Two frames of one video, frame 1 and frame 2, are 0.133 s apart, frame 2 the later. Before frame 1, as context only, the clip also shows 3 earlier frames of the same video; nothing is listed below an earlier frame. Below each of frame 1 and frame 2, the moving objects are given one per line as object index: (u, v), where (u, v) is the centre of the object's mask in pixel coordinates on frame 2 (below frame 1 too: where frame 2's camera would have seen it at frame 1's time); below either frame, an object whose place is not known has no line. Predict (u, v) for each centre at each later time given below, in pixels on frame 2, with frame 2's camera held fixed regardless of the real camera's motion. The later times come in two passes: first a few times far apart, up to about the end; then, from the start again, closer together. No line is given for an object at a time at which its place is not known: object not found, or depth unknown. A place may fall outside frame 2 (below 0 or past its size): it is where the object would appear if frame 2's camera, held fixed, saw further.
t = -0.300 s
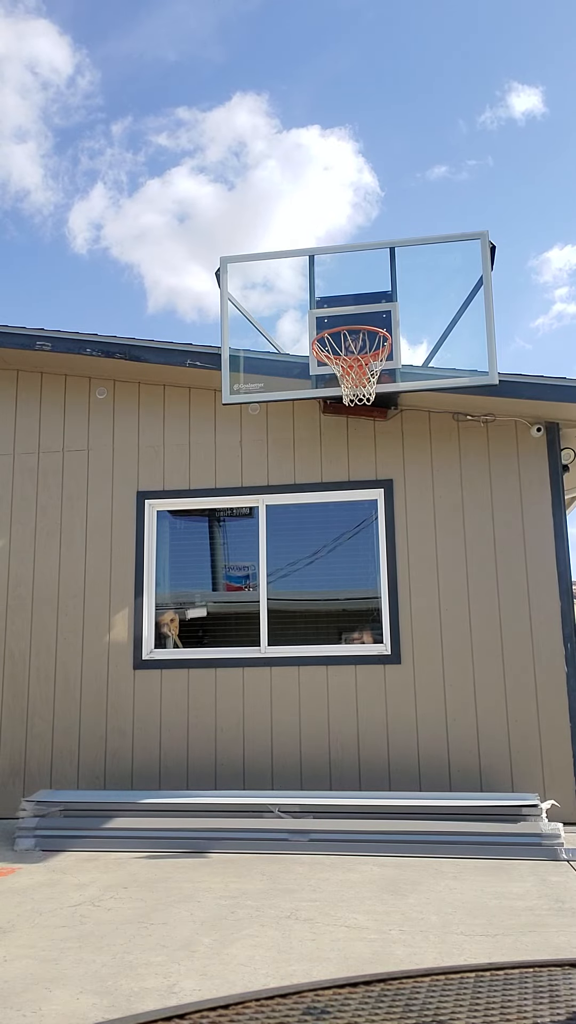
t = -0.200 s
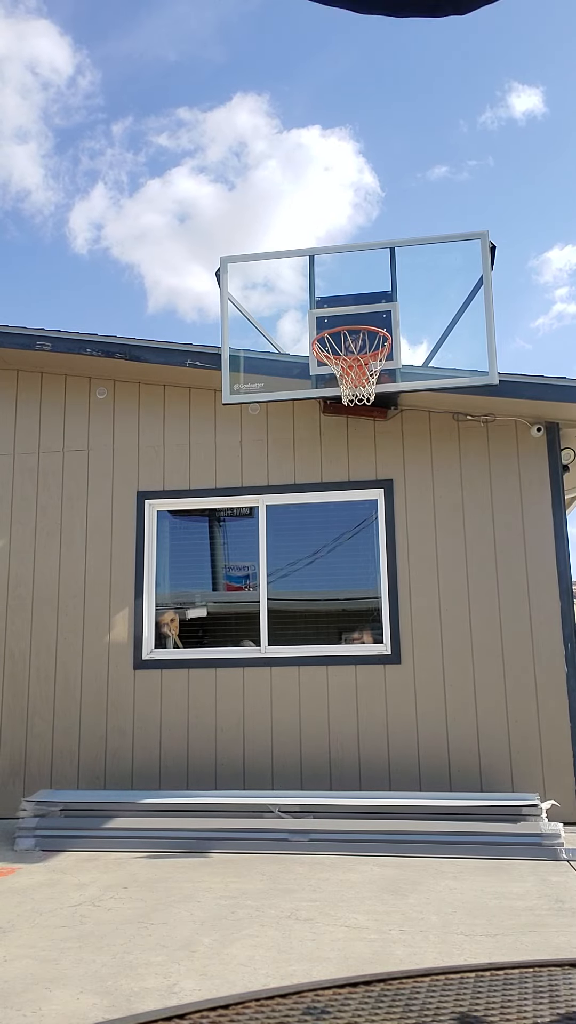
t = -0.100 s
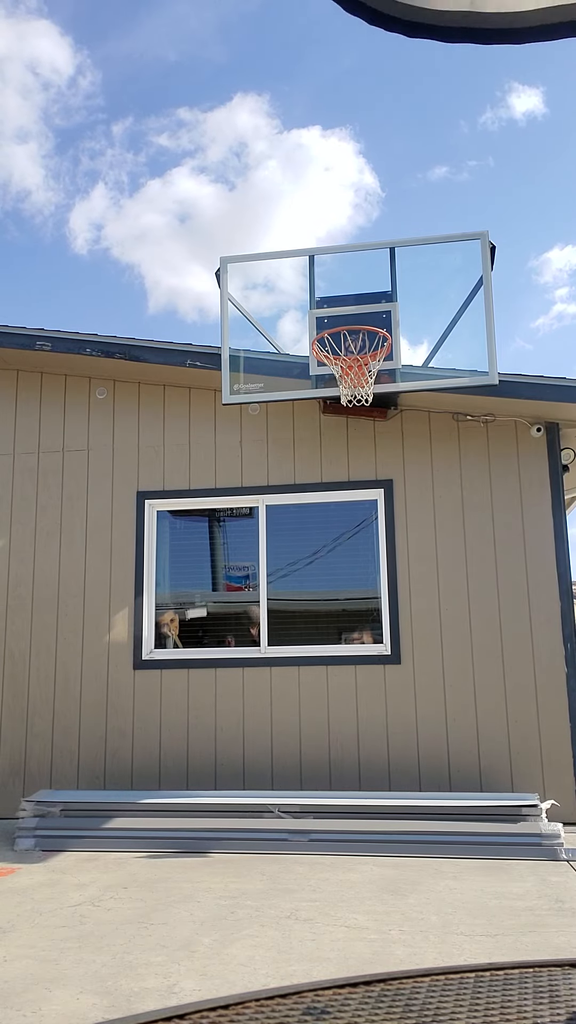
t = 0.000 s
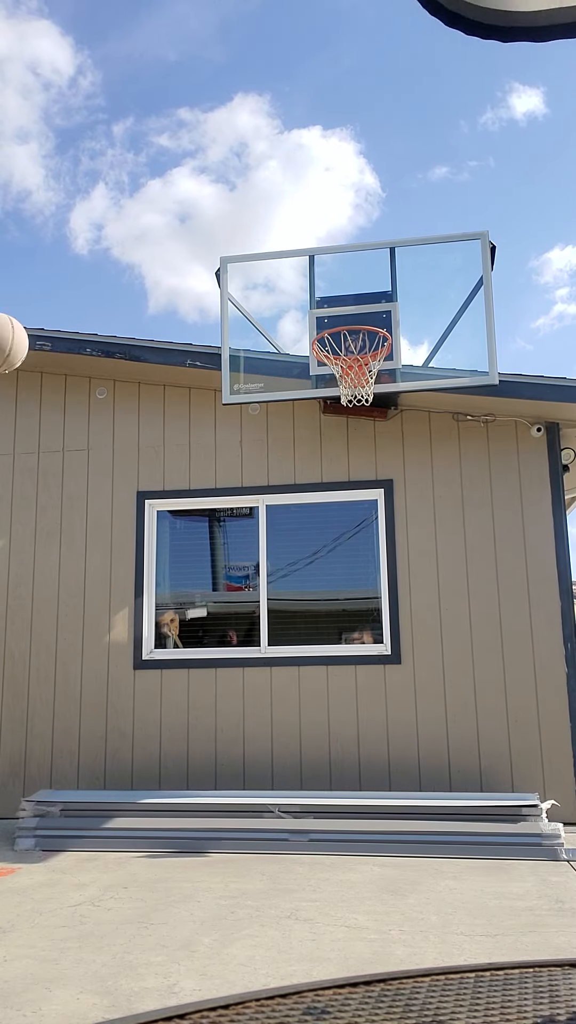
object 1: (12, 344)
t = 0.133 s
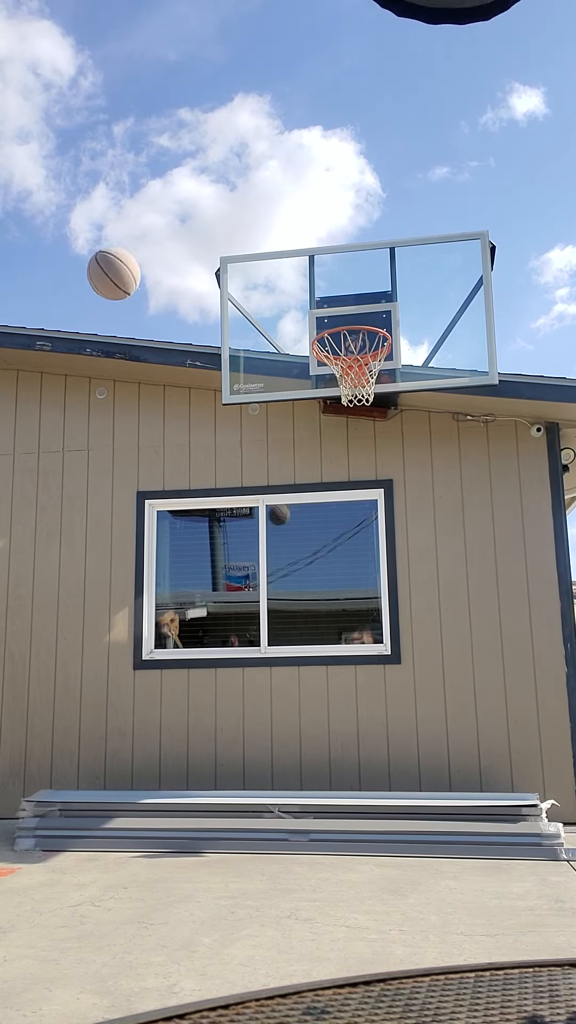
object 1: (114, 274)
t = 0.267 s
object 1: (200, 255)
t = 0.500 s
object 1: (311, 297)
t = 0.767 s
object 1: (354, 280)
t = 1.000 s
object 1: (353, 231)
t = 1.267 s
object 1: (354, 290)
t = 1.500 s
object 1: (366, 522)
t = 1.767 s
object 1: (399, 869)
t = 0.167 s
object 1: (137, 265)
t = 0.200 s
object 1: (159, 260)
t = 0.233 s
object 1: (180, 256)
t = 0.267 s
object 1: (200, 255)
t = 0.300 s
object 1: (218, 256)
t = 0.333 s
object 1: (235, 259)
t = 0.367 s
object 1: (252, 263)
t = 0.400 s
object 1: (268, 269)
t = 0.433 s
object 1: (283, 277)
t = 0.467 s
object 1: (297, 286)
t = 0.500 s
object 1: (311, 297)
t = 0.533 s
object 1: (325, 308)
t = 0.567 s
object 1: (337, 321)
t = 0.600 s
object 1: (350, 335)
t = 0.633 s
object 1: (357, 337)
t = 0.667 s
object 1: (356, 321)
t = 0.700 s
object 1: (356, 306)
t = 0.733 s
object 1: (355, 292)
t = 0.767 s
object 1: (354, 280)
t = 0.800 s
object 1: (354, 269)
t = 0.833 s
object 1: (354, 259)
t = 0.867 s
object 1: (353, 250)
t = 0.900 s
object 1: (353, 243)
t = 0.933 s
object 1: (353, 237)
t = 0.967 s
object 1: (353, 233)
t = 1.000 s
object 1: (353, 231)
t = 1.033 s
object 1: (352, 230)
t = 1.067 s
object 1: (352, 232)
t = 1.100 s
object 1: (352, 235)
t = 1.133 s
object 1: (352, 241)
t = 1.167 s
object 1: (352, 249)
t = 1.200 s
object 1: (353, 259)
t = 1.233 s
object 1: (353, 273)
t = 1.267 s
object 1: (354, 290)
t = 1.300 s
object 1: (355, 309)
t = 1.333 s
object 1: (356, 334)
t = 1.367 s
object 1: (357, 361)
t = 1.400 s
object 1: (359, 393)
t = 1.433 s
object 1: (360, 430)
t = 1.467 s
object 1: (363, 473)
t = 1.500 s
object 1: (366, 522)
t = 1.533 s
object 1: (370, 579)
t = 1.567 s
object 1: (374, 645)
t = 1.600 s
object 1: (379, 722)
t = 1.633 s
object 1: (384, 811)
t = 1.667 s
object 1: (390, 916)
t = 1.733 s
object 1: (397, 937)
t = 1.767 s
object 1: (399, 869)
